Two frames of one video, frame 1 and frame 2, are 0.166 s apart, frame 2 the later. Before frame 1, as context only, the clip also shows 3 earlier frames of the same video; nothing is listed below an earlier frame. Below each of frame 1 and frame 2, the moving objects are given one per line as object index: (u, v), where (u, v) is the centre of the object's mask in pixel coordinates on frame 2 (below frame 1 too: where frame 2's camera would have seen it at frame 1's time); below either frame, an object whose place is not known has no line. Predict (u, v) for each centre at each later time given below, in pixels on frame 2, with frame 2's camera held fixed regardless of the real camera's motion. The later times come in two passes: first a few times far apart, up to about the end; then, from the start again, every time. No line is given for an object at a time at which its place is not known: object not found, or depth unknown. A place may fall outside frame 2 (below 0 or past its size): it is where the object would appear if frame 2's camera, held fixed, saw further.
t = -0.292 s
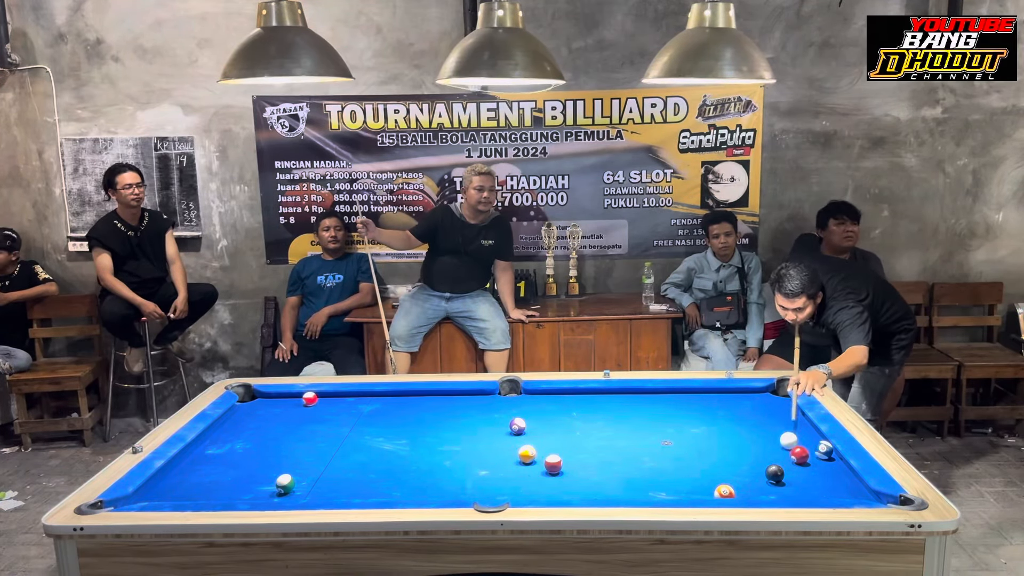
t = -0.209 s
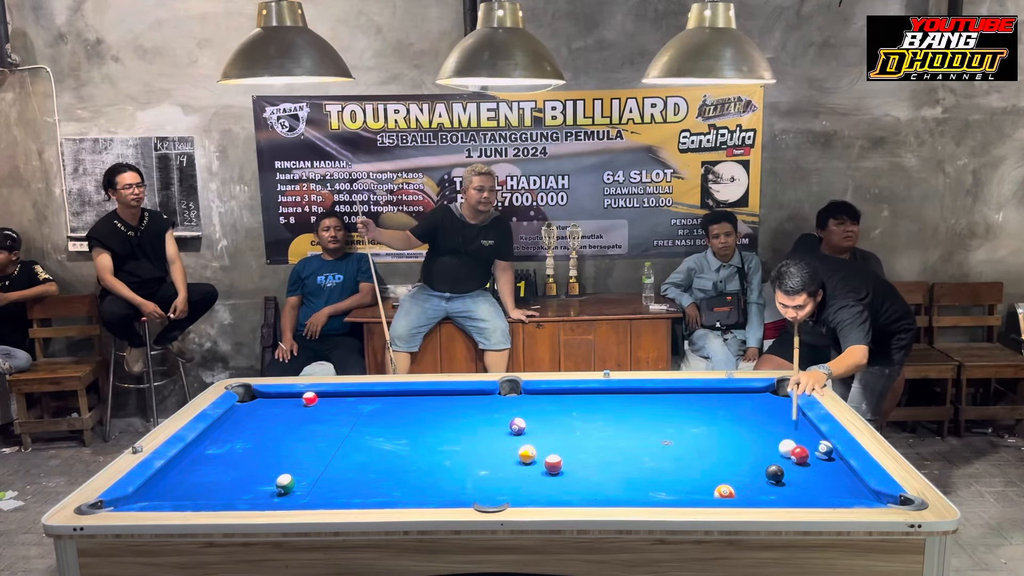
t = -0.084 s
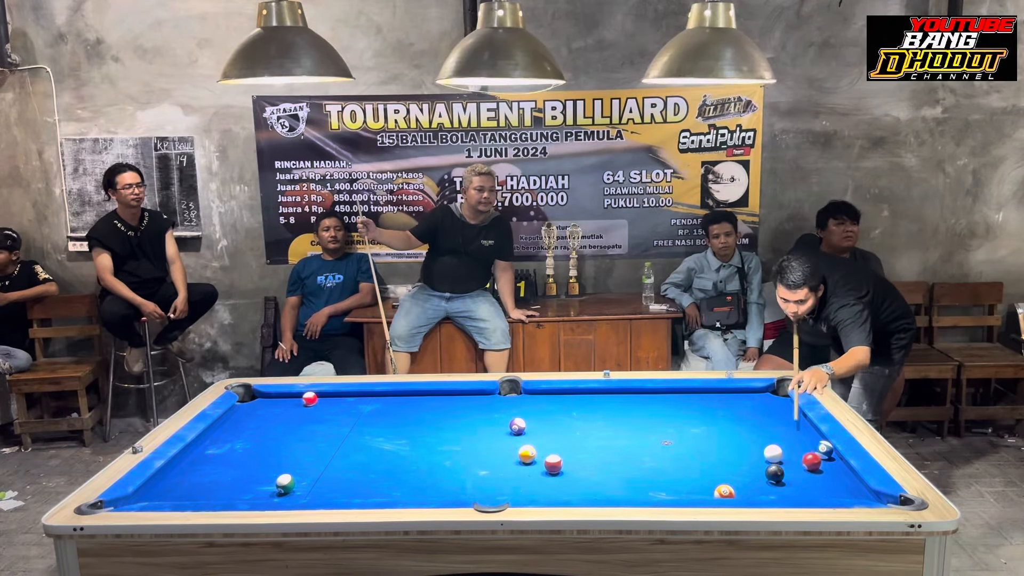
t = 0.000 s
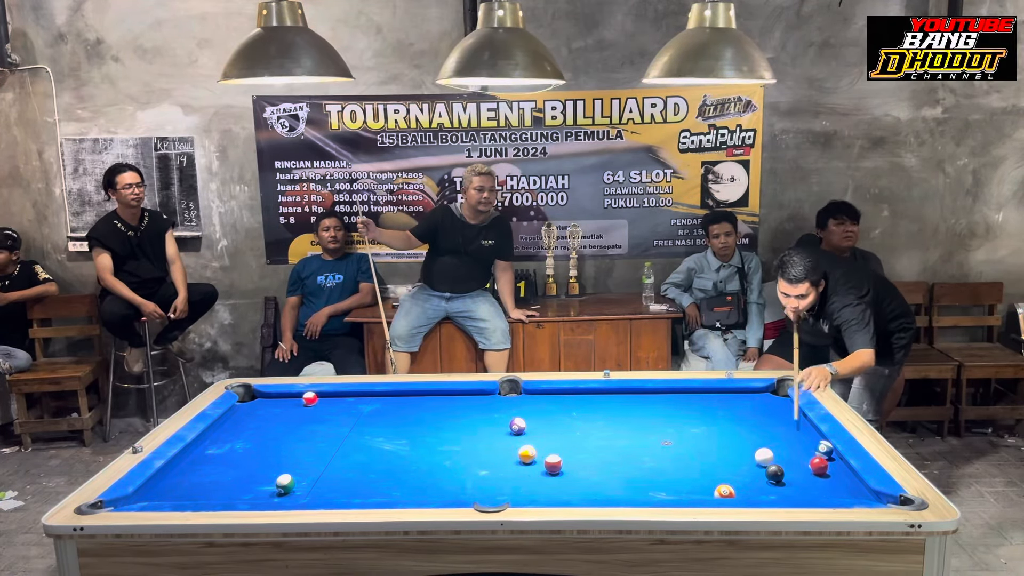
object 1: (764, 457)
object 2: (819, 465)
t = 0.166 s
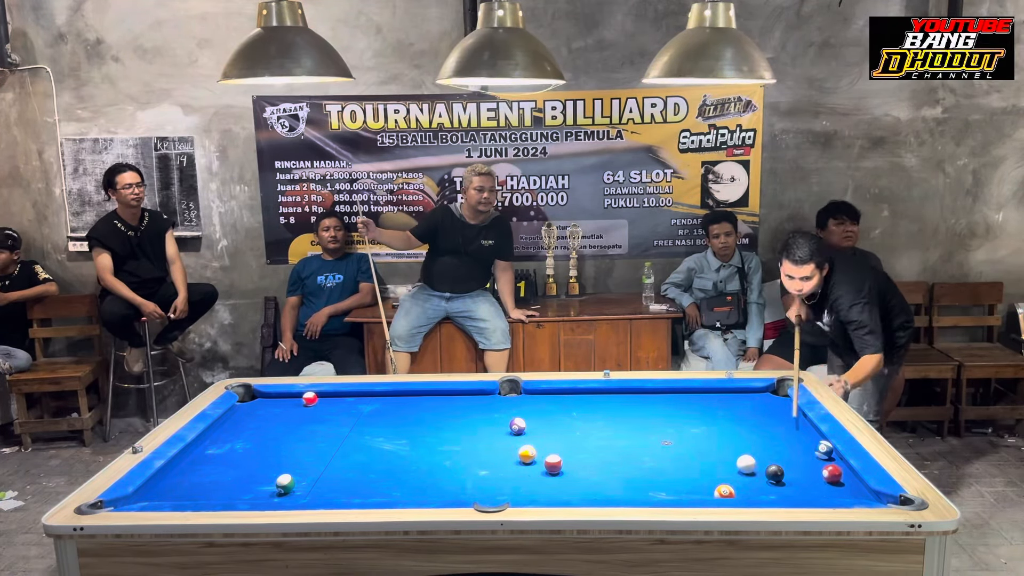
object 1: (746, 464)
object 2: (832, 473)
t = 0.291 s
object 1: (733, 469)
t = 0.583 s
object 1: (700, 482)
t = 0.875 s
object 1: (668, 491)
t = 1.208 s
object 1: (633, 490)
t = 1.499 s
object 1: (606, 488)
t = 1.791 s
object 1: (584, 483)
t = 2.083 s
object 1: (562, 479)
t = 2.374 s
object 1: (544, 476)
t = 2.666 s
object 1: (528, 473)
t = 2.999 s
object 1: (513, 471)
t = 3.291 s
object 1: (502, 470)
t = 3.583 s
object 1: (493, 469)
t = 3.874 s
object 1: (487, 469)
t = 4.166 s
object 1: (483, 468)
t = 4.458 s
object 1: (481, 468)
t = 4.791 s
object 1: (481, 468)
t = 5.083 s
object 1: (481, 468)
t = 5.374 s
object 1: (481, 469)
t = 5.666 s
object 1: (481, 468)
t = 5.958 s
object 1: (481, 468)
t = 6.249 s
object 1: (481, 468)
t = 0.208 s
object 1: (742, 466)
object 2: (835, 475)
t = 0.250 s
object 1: (737, 467)
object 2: (839, 478)
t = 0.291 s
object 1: (733, 469)
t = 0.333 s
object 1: (728, 471)
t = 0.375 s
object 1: (724, 473)
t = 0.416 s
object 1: (718, 475)
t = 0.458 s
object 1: (715, 476)
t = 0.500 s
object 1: (709, 478)
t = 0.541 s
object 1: (705, 480)
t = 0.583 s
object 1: (700, 482)
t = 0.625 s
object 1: (696, 483)
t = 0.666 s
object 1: (690, 485)
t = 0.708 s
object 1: (687, 487)
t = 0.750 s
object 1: (681, 488)
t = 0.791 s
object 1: (677, 489)
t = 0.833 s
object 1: (672, 490)
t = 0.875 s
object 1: (668, 491)
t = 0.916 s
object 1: (662, 492)
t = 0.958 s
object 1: (658, 493)
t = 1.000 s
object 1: (653, 493)
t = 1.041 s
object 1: (649, 492)
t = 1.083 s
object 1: (644, 492)
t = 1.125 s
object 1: (641, 491)
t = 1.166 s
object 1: (636, 491)
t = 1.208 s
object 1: (633, 490)
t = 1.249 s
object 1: (628, 490)
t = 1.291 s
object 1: (625, 490)
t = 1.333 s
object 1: (621, 489)
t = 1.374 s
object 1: (618, 489)
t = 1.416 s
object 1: (613, 489)
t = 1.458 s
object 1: (610, 488)
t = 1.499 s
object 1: (606, 488)
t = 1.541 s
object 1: (603, 487)
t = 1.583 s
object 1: (599, 486)
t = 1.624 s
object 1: (596, 485)
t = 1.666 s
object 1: (592, 485)
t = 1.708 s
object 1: (590, 484)
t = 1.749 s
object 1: (586, 483)
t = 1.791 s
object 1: (584, 483)
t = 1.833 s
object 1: (580, 482)
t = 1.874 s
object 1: (577, 482)
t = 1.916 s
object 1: (574, 481)
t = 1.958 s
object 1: (571, 481)
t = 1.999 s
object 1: (568, 480)
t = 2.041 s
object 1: (566, 479)
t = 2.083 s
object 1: (562, 479)
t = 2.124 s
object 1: (560, 479)
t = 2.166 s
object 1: (557, 478)
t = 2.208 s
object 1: (555, 478)
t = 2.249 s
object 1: (552, 477)
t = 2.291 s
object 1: (549, 477)
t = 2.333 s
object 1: (546, 476)
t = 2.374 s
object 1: (544, 476)
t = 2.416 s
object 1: (541, 475)
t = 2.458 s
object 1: (540, 475)
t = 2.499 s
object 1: (537, 474)
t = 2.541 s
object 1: (535, 474)
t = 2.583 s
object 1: (532, 474)
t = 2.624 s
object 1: (531, 474)
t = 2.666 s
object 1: (528, 473)
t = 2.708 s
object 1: (527, 473)
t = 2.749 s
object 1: (524, 473)
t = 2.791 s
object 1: (522, 473)
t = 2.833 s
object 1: (520, 472)
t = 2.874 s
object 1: (518, 472)
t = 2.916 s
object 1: (516, 472)
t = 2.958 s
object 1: (515, 472)
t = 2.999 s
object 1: (513, 471)
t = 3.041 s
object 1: (512, 471)
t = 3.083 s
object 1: (510, 471)
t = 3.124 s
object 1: (508, 471)
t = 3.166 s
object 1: (506, 471)
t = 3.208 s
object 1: (505, 470)
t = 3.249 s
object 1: (503, 470)
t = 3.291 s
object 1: (502, 470)
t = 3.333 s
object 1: (500, 470)
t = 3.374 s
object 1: (499, 470)
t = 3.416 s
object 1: (498, 470)
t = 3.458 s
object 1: (497, 470)
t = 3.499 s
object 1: (495, 469)
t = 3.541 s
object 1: (494, 469)
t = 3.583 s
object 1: (493, 469)
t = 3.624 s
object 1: (492, 469)
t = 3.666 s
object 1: (491, 469)
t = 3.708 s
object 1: (490, 469)
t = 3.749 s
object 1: (489, 469)
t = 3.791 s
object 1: (488, 469)
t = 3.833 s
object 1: (488, 469)
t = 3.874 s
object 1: (487, 469)
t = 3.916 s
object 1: (486, 468)
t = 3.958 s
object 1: (485, 468)
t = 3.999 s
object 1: (485, 468)
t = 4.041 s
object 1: (484, 468)
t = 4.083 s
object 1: (483, 468)
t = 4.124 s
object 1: (483, 468)
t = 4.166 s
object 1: (483, 468)
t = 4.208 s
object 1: (482, 468)
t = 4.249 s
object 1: (482, 468)
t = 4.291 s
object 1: (481, 468)
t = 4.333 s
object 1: (481, 468)
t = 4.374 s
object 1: (481, 468)
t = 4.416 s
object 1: (481, 468)
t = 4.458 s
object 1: (481, 468)
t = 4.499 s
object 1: (481, 468)
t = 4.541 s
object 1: (481, 468)
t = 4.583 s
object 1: (481, 468)
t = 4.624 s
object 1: (481, 468)
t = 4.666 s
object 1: (481, 468)
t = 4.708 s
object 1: (481, 468)
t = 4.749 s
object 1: (481, 468)
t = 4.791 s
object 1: (481, 468)
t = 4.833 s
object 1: (481, 469)
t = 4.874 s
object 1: (481, 469)
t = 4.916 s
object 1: (481, 469)
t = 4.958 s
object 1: (481, 469)
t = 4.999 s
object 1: (481, 468)
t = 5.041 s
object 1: (481, 468)
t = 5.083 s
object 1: (481, 468)
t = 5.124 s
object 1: (481, 469)
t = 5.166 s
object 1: (481, 469)
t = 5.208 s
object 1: (481, 469)
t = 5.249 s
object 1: (481, 468)
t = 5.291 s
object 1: (481, 468)
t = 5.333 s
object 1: (481, 469)
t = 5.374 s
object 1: (481, 469)
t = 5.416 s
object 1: (481, 468)
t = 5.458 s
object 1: (481, 468)
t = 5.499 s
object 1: (481, 468)
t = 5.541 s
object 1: (481, 468)
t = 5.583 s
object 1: (481, 469)
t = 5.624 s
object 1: (481, 468)
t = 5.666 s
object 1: (481, 468)
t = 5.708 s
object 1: (481, 469)
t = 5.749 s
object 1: (481, 468)
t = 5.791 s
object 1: (481, 468)
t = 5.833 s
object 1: (481, 468)
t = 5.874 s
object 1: (481, 468)
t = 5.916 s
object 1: (481, 468)
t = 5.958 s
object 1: (481, 468)
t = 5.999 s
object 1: (481, 468)
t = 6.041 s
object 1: (481, 468)
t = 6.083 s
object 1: (481, 468)
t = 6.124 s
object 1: (481, 468)
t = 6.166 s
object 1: (481, 468)
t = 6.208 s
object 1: (481, 468)
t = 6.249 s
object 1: (481, 468)
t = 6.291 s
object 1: (481, 468)
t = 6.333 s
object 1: (481, 468)
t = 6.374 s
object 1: (481, 468)
